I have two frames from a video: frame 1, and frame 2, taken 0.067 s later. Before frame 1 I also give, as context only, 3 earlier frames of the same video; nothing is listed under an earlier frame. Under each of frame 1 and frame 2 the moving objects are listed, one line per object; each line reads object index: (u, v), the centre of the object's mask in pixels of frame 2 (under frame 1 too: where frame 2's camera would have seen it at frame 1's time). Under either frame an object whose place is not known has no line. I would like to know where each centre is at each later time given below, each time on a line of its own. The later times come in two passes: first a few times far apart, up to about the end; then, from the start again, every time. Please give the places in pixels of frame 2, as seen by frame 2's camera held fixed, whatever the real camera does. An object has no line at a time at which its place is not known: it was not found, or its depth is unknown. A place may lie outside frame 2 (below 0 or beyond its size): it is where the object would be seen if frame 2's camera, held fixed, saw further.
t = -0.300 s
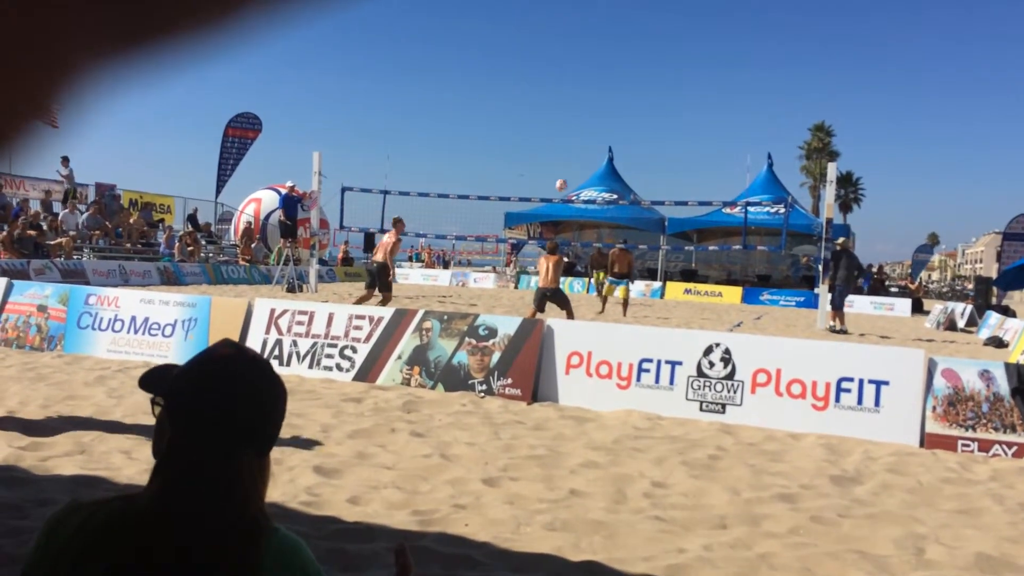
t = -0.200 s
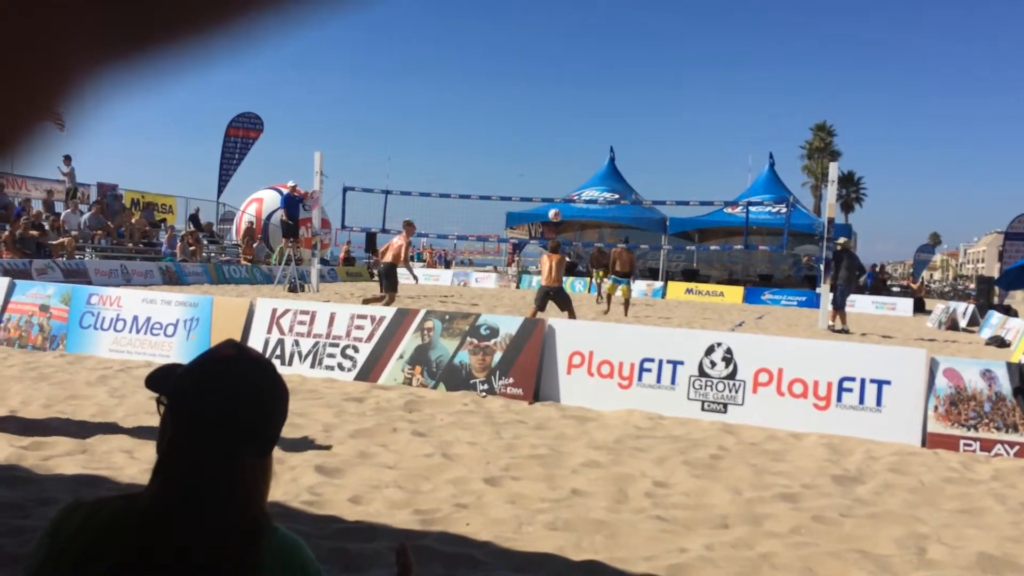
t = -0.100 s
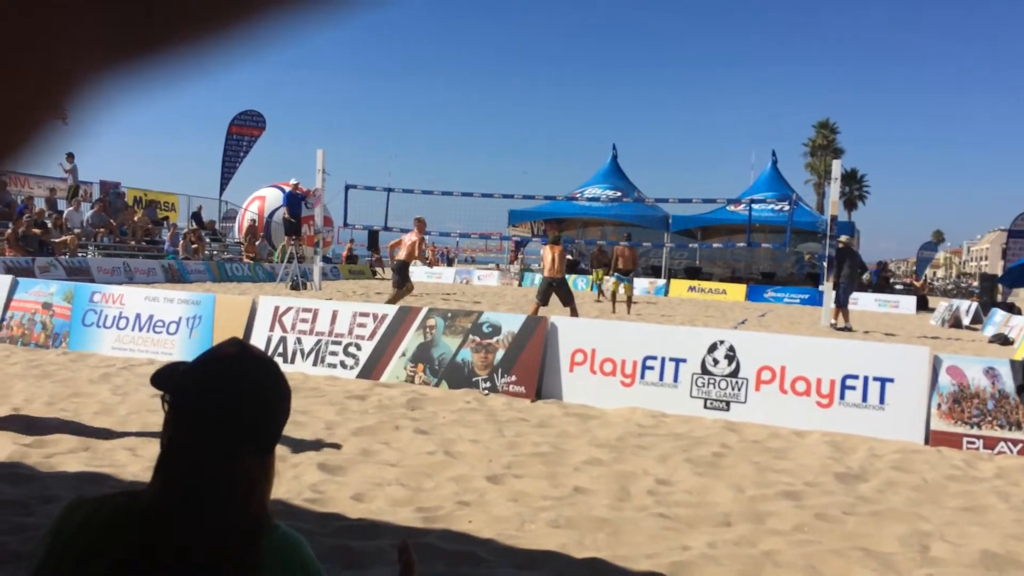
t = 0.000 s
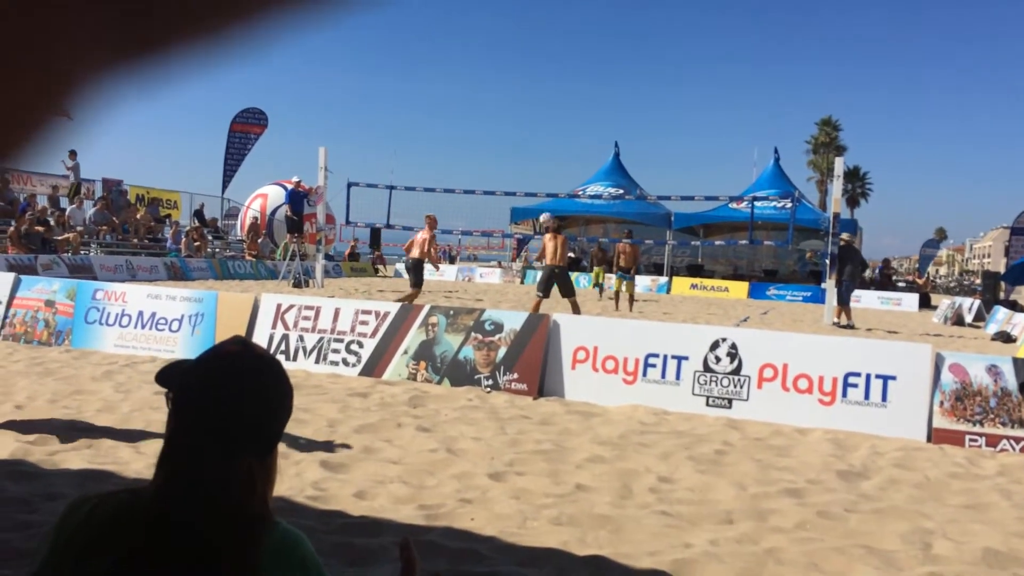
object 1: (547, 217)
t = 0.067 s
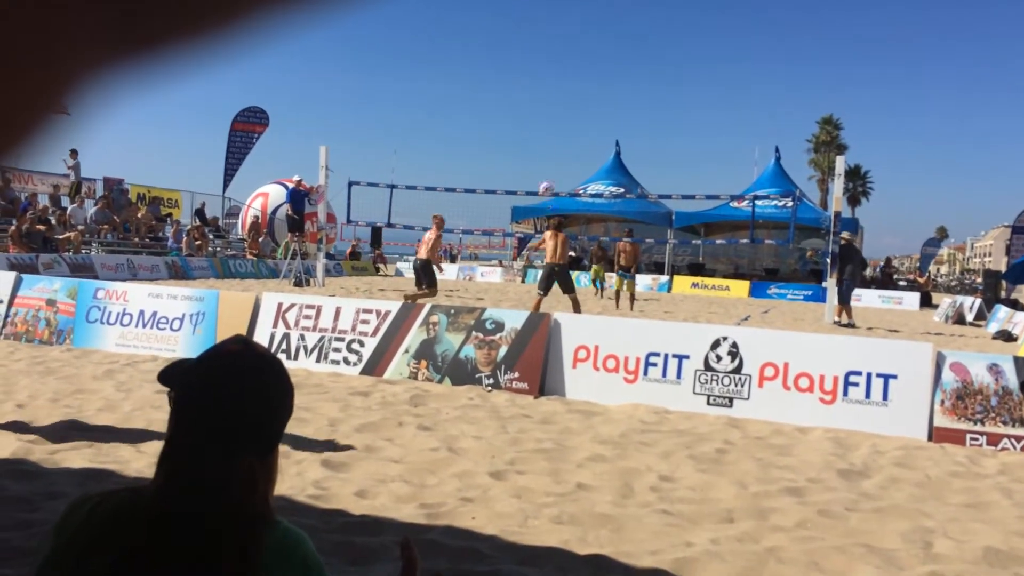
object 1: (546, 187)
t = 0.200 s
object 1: (545, 140)
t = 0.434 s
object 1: (542, 83)
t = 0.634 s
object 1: (539, 60)
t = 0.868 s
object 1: (533, 62)
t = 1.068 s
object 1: (528, 88)
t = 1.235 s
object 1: (522, 126)
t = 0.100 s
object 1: (546, 175)
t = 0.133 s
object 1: (545, 162)
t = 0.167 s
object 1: (545, 151)
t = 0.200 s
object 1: (545, 140)
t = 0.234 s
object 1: (544, 130)
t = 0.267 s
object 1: (544, 120)
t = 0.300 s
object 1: (544, 111)
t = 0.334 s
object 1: (544, 102)
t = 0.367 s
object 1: (542, 95)
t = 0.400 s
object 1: (545, 87)
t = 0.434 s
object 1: (542, 83)
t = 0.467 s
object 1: (541, 77)
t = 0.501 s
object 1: (540, 73)
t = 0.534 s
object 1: (540, 68)
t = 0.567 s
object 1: (540, 65)
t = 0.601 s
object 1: (539, 62)
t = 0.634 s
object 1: (539, 60)
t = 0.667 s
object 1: (538, 58)
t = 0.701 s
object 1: (537, 58)
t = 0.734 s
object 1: (536, 57)
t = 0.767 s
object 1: (535, 58)
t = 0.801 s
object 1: (535, 59)
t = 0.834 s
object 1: (534, 60)
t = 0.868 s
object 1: (533, 62)
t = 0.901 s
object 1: (532, 65)
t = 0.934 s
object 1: (531, 69)
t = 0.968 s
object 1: (530, 73)
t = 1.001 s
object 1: (529, 77)
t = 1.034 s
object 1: (528, 83)
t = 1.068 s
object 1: (528, 88)
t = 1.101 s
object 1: (527, 94)
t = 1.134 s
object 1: (525, 100)
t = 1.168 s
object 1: (524, 109)
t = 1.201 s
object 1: (523, 118)
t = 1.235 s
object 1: (522, 126)
